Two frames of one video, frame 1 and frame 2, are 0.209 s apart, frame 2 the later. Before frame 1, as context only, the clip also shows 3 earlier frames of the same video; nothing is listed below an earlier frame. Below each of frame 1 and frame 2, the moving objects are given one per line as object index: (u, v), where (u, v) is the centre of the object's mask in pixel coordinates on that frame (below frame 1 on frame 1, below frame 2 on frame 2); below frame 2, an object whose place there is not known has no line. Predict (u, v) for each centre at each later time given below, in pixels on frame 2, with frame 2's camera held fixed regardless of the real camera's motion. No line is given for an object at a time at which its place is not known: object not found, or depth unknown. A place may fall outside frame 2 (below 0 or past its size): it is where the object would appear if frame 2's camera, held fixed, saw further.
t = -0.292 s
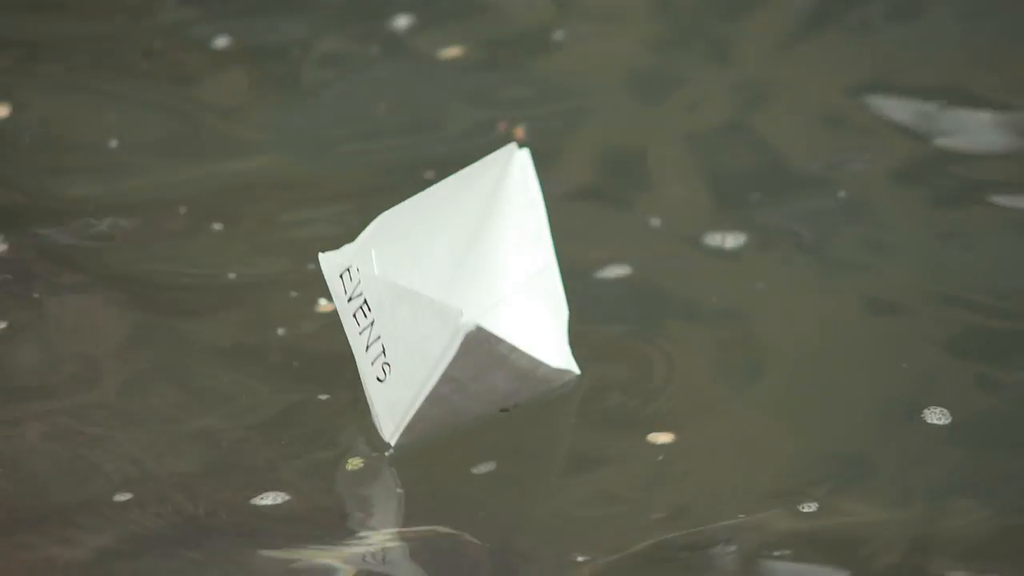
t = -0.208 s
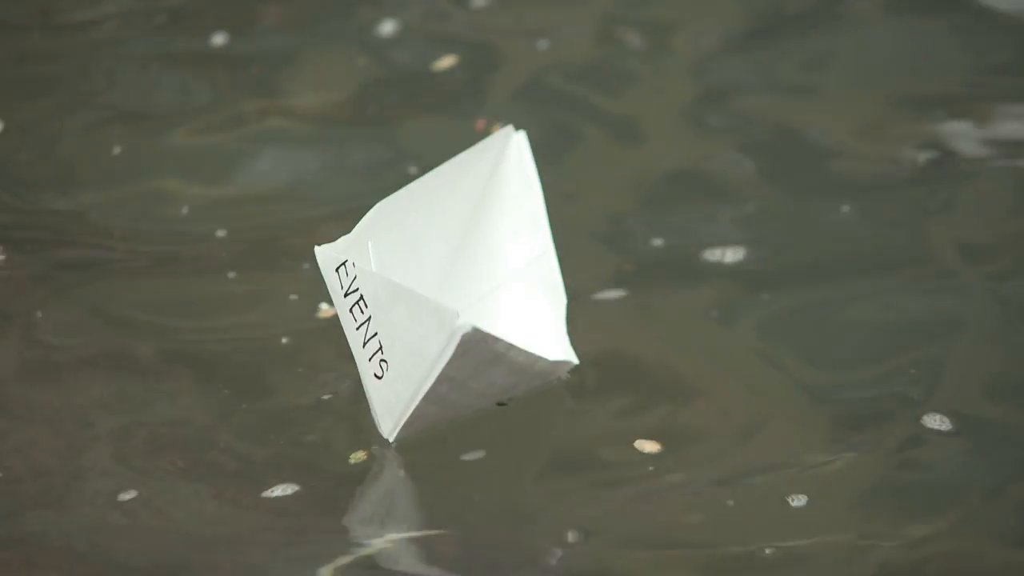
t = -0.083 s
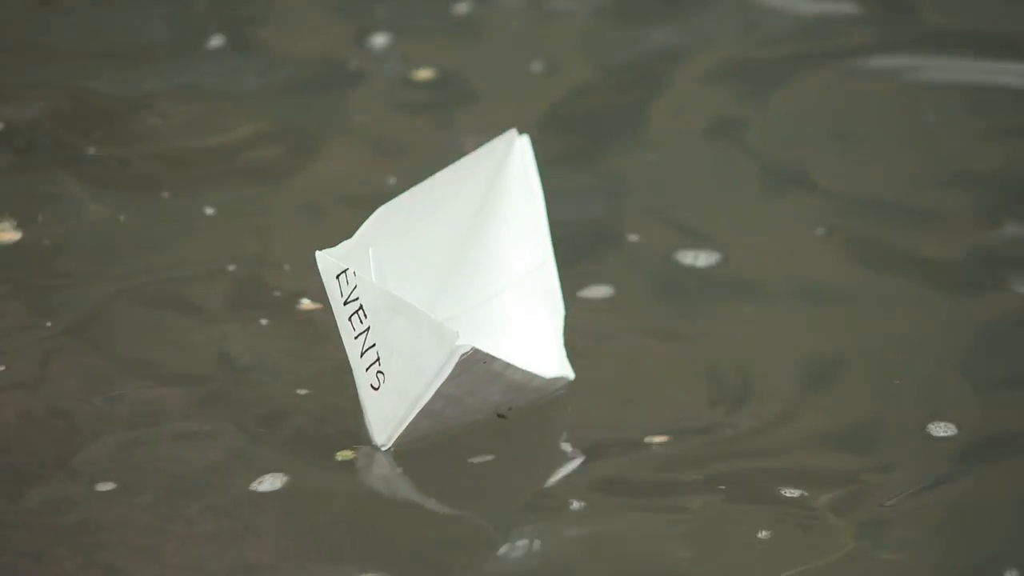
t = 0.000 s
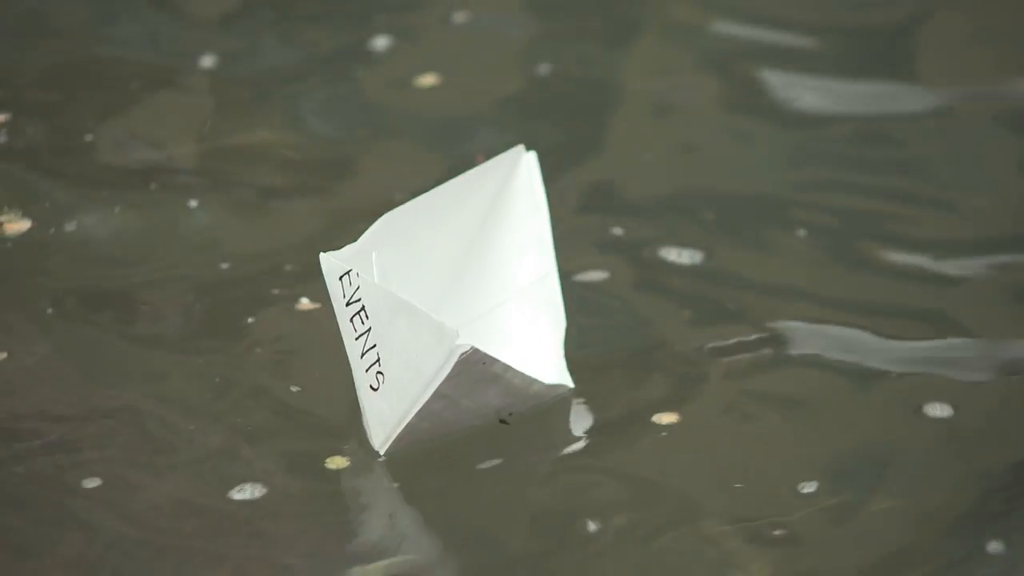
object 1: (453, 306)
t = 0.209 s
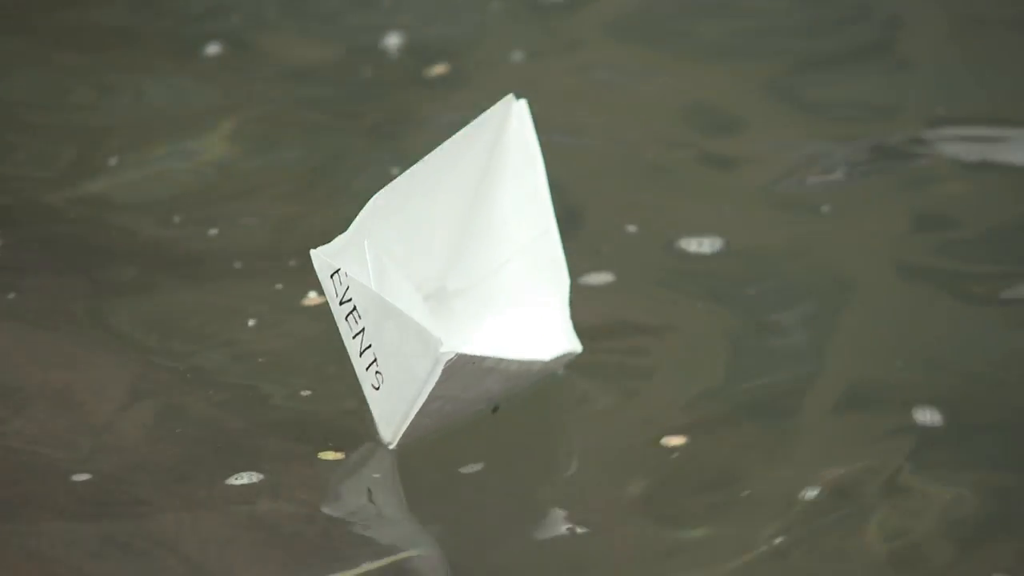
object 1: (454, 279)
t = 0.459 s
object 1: (455, 293)
